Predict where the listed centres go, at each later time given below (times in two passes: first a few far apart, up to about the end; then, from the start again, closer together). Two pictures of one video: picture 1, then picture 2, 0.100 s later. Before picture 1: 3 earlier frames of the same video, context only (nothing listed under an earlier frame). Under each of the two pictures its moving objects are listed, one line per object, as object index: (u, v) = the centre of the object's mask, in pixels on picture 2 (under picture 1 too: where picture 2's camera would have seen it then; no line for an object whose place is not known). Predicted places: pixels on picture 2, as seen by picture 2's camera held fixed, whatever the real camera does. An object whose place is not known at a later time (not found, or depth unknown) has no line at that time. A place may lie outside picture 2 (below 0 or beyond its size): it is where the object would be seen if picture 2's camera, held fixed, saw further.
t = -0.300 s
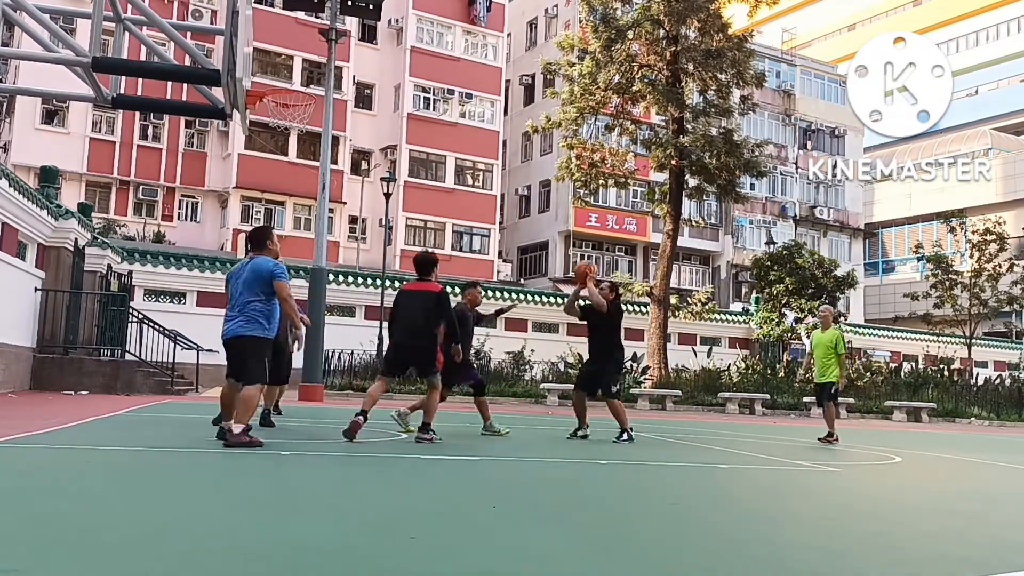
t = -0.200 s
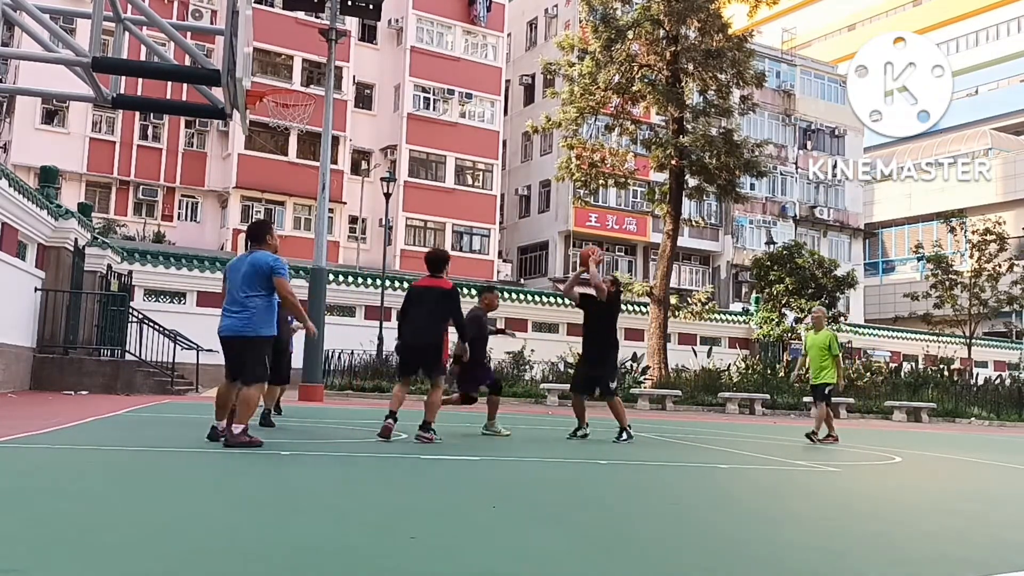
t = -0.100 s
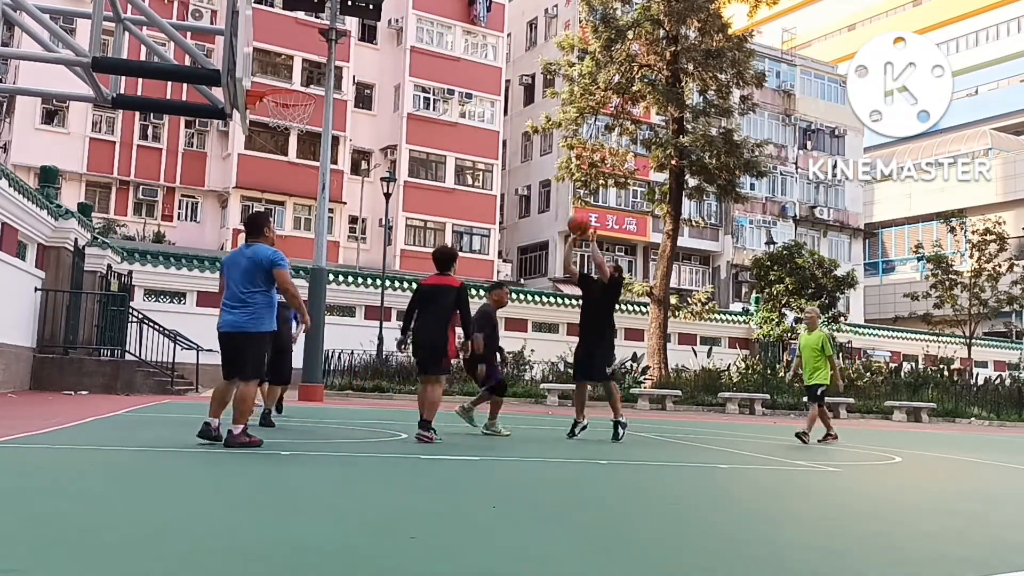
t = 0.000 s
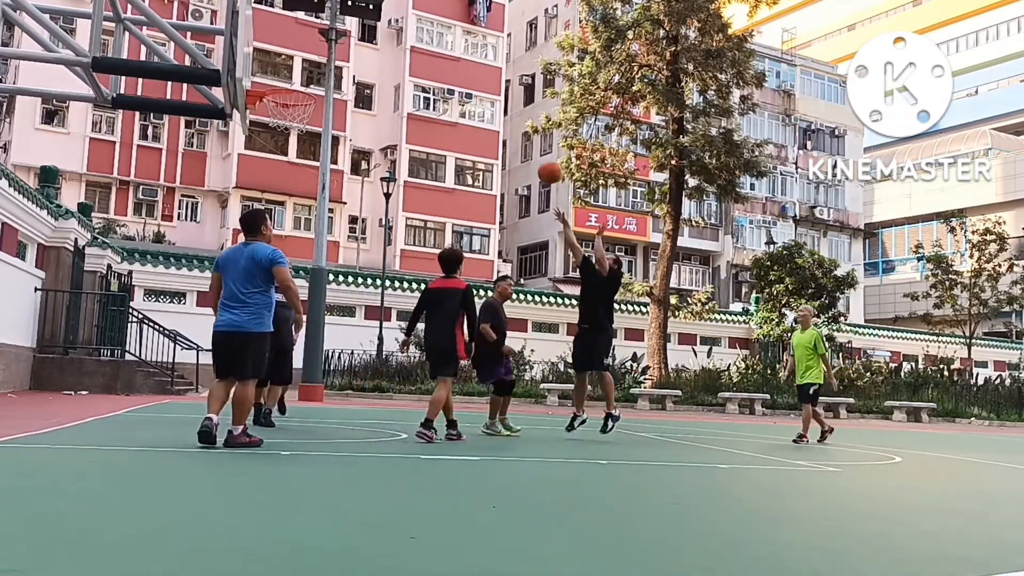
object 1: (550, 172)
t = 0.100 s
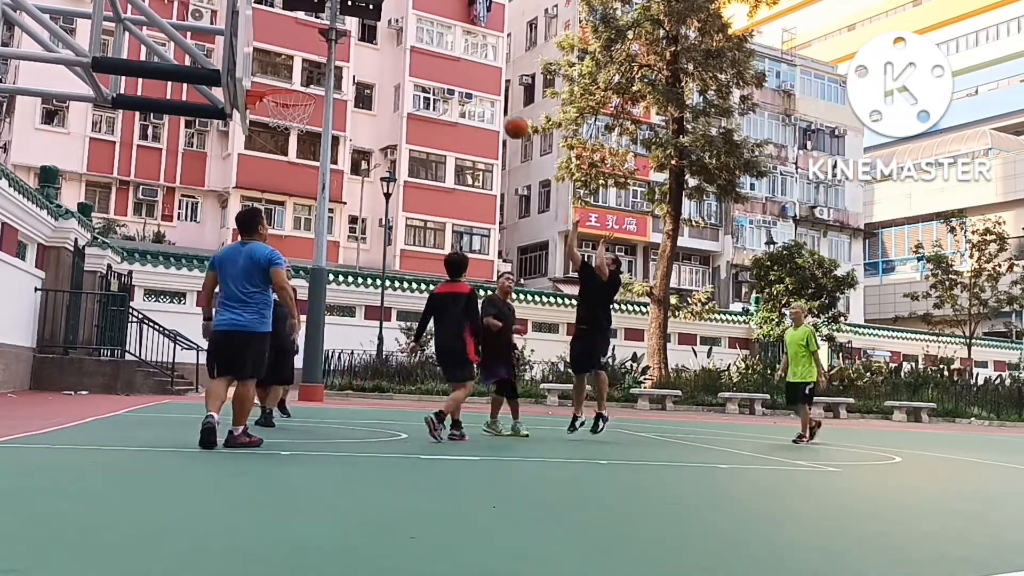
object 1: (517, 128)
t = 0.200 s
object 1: (482, 92)
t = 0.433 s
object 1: (402, 44)
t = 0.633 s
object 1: (327, 44)
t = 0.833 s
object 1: (269, 80)
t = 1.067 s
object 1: (355, 95)
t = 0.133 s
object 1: (505, 114)
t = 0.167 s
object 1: (494, 103)
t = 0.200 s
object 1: (482, 92)
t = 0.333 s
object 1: (436, 58)
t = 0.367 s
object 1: (425, 52)
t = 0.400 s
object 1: (414, 47)
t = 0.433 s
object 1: (402, 44)
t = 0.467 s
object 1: (390, 41)
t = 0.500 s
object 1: (378, 39)
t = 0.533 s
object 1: (365, 39)
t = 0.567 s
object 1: (352, 40)
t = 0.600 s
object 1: (339, 41)
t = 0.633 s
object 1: (327, 44)
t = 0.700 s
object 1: (300, 54)
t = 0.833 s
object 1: (269, 80)
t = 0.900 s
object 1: (295, 80)
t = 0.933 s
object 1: (307, 81)
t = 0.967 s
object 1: (319, 84)
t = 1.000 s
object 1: (331, 86)
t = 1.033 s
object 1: (344, 90)
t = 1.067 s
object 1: (355, 95)
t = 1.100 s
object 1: (367, 101)
